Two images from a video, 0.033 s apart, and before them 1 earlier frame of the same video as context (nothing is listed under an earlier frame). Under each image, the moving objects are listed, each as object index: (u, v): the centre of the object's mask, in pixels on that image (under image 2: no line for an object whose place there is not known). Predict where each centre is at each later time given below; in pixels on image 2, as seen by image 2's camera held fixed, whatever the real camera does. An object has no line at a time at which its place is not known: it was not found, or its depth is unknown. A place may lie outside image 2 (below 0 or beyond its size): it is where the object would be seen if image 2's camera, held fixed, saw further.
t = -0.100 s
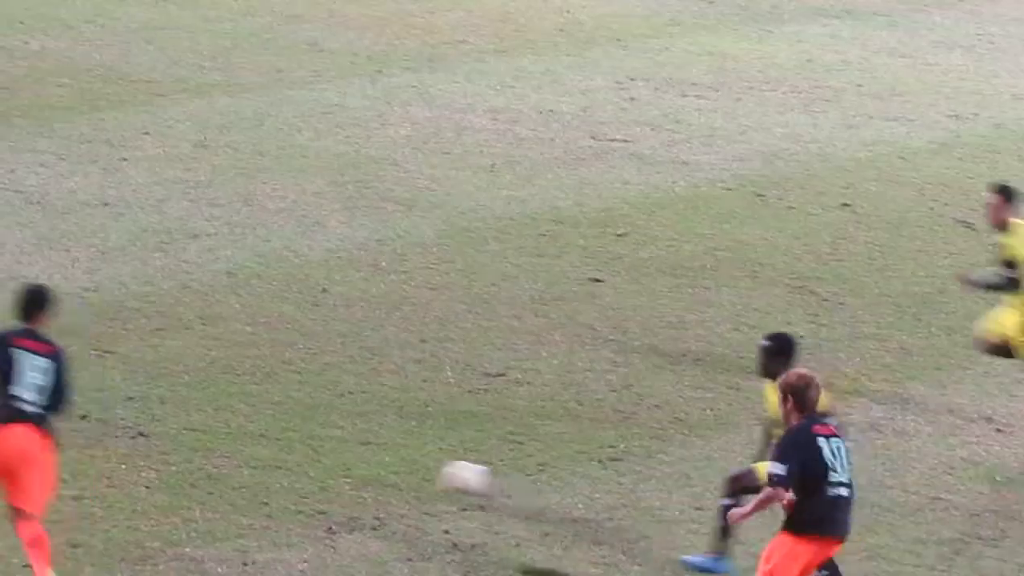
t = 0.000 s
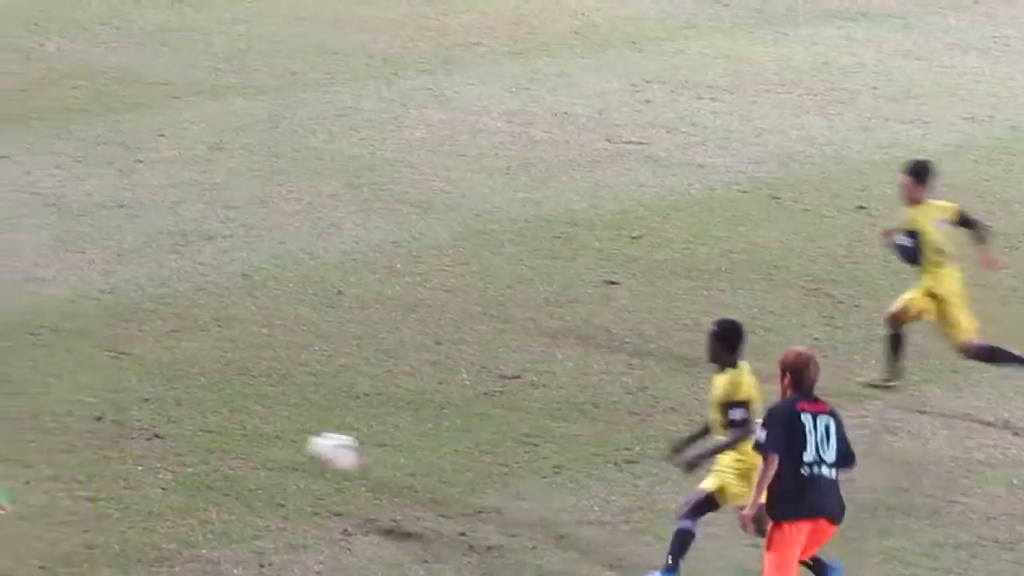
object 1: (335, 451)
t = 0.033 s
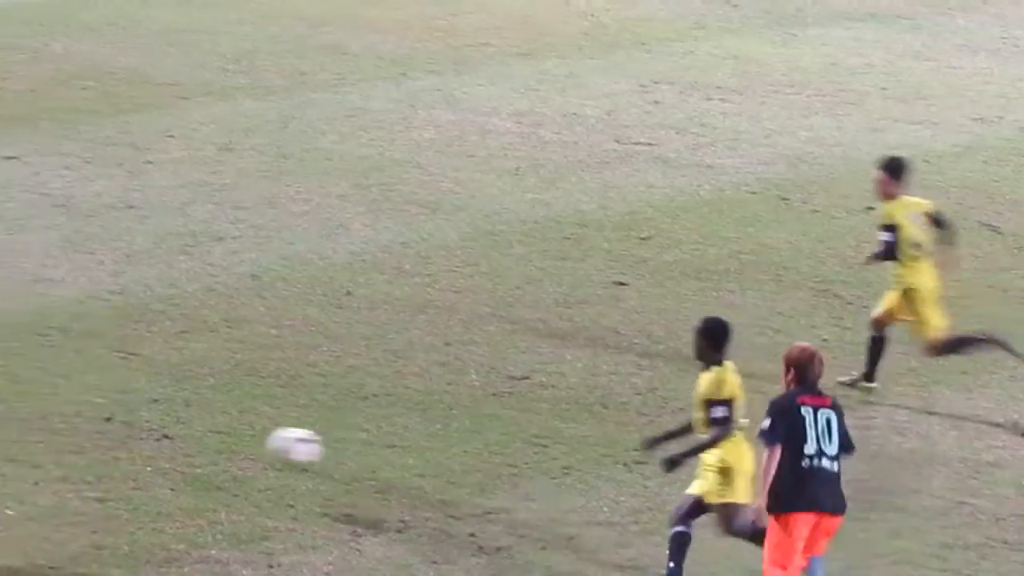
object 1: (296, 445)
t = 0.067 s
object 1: (250, 442)
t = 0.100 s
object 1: (202, 439)
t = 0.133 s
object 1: (158, 437)
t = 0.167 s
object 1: (114, 439)
